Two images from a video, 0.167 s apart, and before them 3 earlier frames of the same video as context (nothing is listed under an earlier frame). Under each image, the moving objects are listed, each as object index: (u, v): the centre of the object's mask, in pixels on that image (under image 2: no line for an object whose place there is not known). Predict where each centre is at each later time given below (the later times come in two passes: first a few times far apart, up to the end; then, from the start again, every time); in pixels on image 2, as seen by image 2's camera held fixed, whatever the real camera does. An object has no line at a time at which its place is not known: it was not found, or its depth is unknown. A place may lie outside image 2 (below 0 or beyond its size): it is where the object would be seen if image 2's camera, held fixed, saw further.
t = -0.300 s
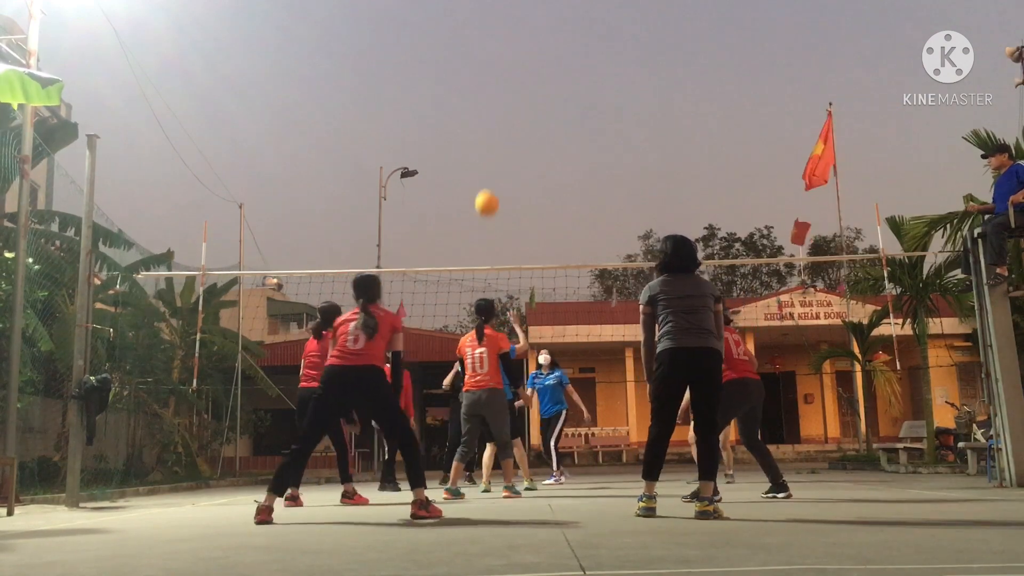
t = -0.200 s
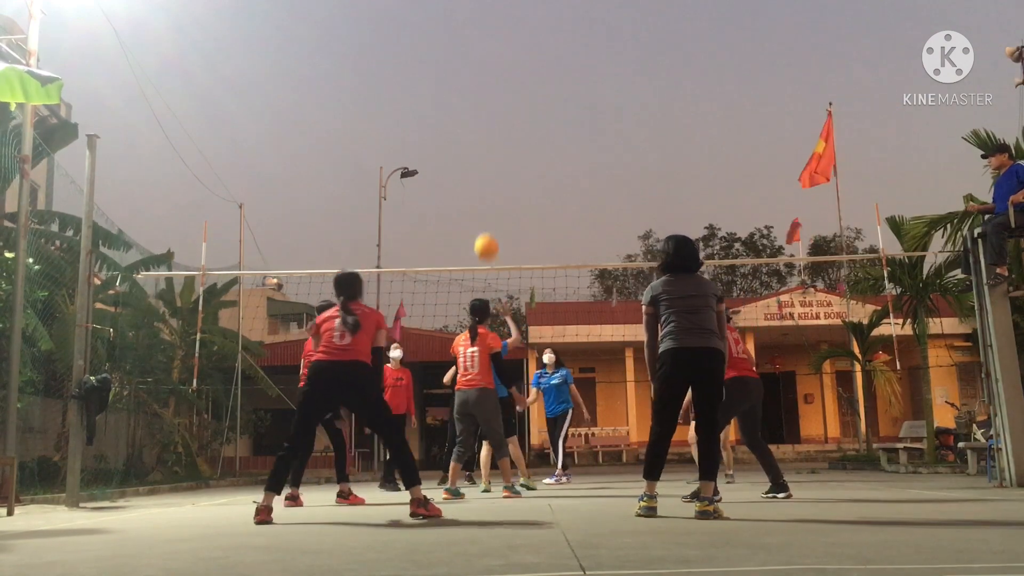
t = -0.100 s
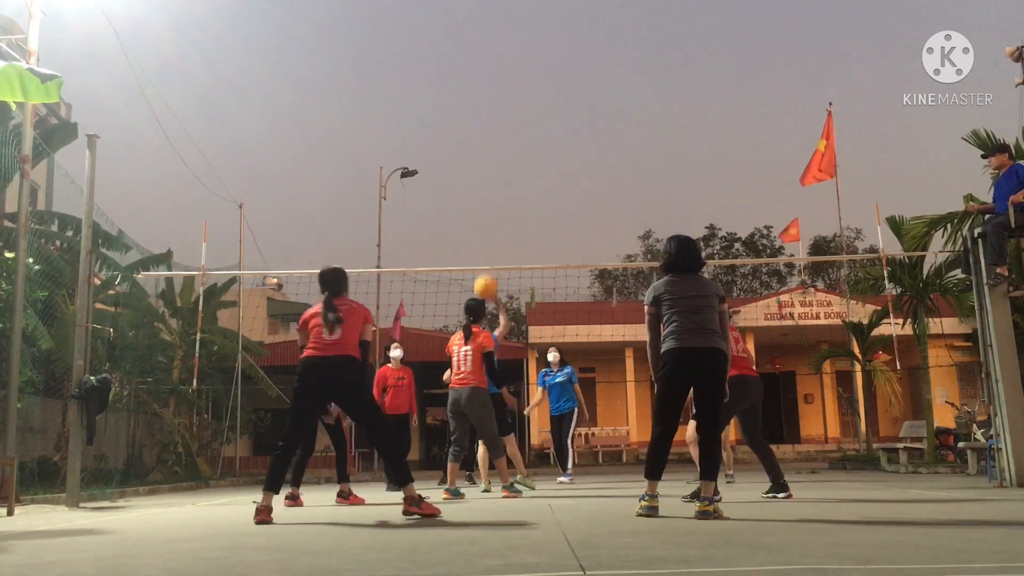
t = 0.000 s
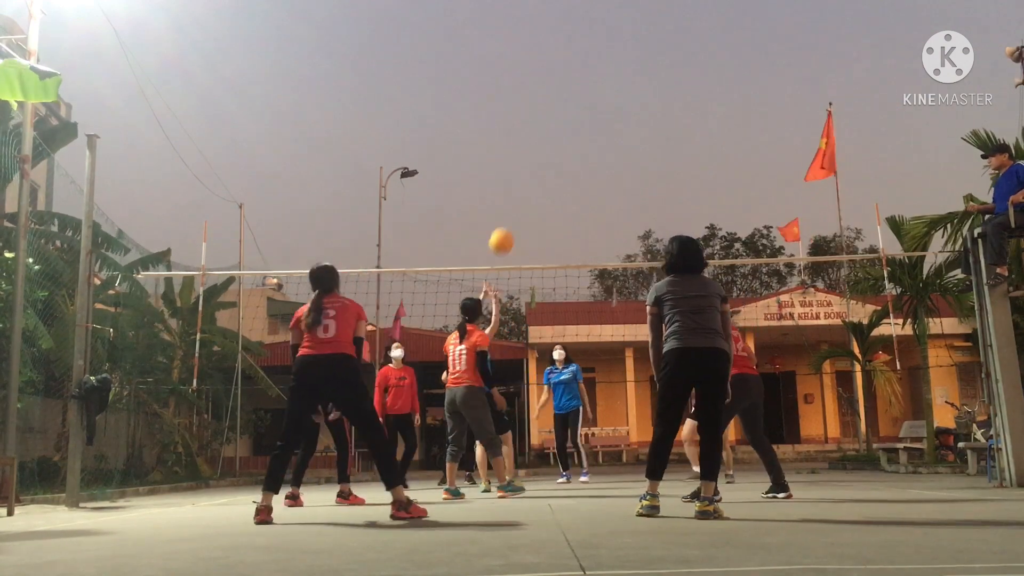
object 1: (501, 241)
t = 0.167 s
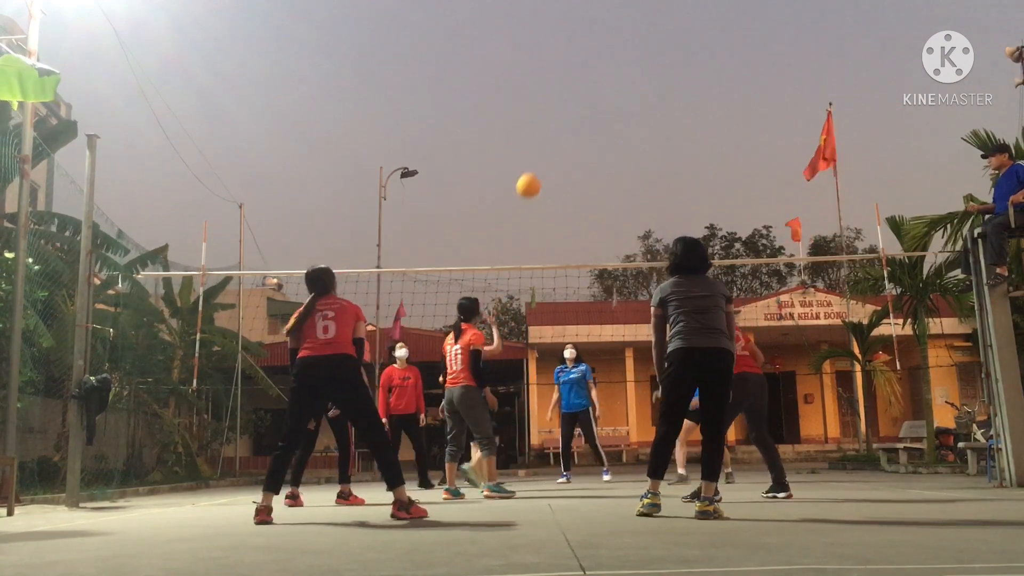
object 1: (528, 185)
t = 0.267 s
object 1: (543, 166)
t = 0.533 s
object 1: (581, 158)
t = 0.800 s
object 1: (617, 213)
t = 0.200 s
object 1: (533, 178)
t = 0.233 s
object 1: (538, 171)
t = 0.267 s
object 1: (543, 166)
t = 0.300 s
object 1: (548, 161)
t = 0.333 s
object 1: (553, 158)
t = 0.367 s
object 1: (558, 155)
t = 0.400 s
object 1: (563, 154)
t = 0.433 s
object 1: (567, 154)
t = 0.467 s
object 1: (572, 154)
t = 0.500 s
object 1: (577, 156)
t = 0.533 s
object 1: (581, 158)
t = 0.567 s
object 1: (586, 162)
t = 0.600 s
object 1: (591, 166)
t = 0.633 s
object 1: (595, 172)
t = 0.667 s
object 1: (600, 178)
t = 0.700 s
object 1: (604, 185)
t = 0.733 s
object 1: (609, 194)
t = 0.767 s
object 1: (613, 203)
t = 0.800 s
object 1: (617, 213)
